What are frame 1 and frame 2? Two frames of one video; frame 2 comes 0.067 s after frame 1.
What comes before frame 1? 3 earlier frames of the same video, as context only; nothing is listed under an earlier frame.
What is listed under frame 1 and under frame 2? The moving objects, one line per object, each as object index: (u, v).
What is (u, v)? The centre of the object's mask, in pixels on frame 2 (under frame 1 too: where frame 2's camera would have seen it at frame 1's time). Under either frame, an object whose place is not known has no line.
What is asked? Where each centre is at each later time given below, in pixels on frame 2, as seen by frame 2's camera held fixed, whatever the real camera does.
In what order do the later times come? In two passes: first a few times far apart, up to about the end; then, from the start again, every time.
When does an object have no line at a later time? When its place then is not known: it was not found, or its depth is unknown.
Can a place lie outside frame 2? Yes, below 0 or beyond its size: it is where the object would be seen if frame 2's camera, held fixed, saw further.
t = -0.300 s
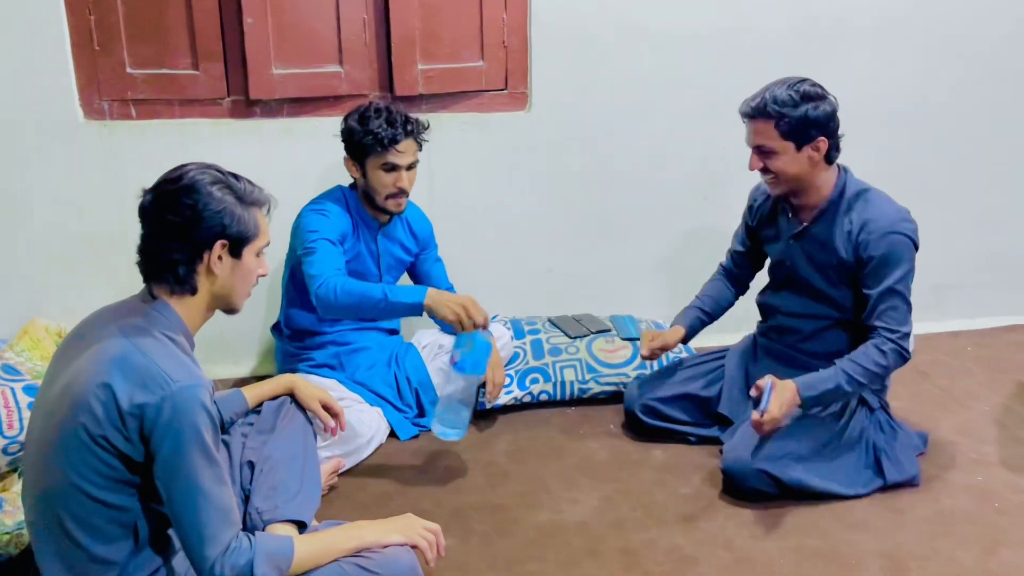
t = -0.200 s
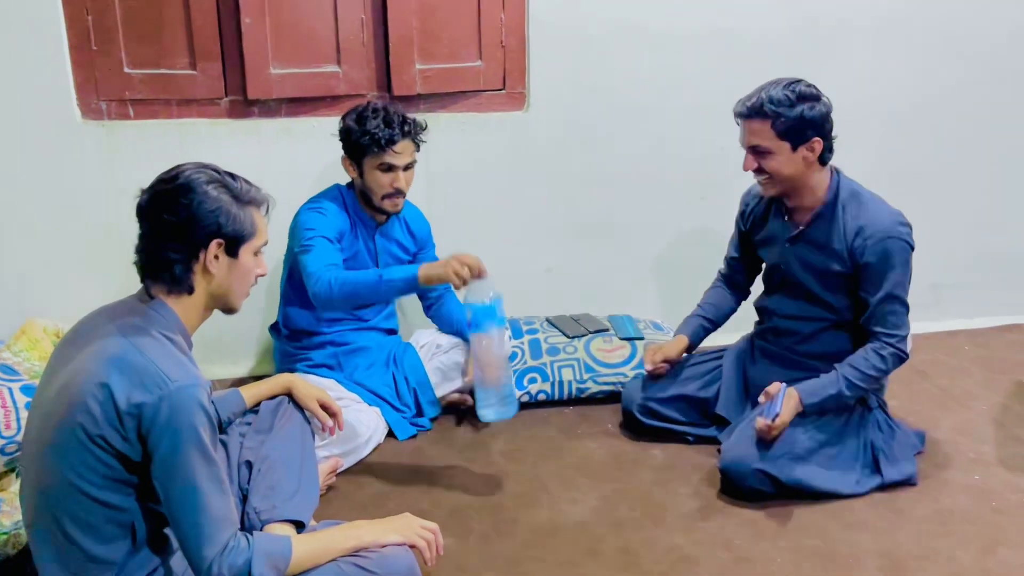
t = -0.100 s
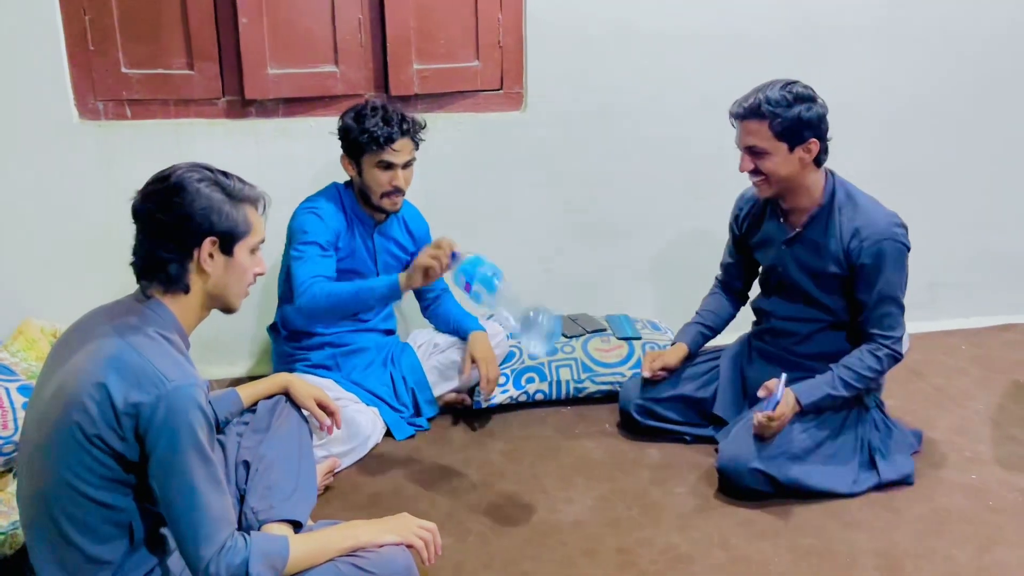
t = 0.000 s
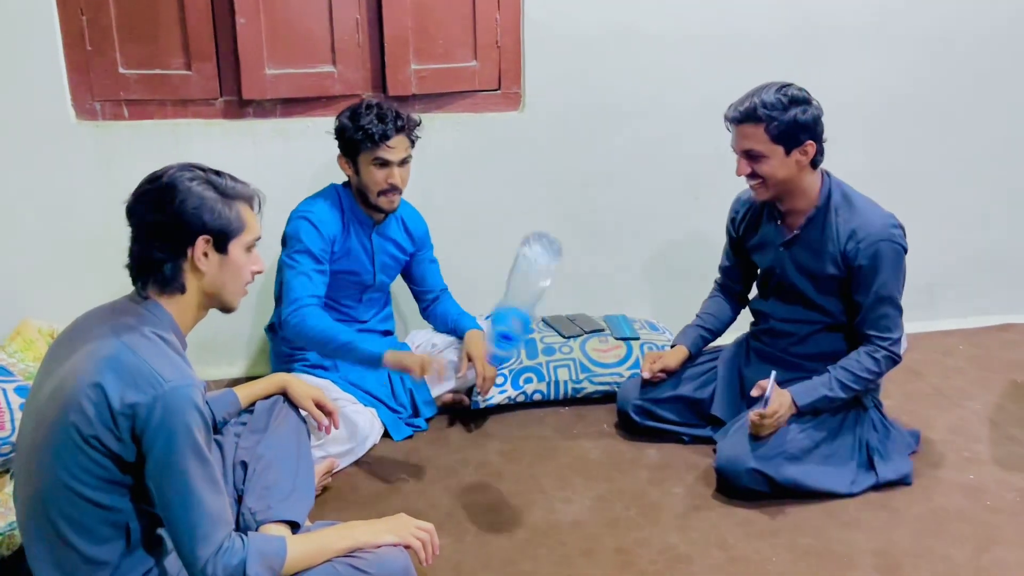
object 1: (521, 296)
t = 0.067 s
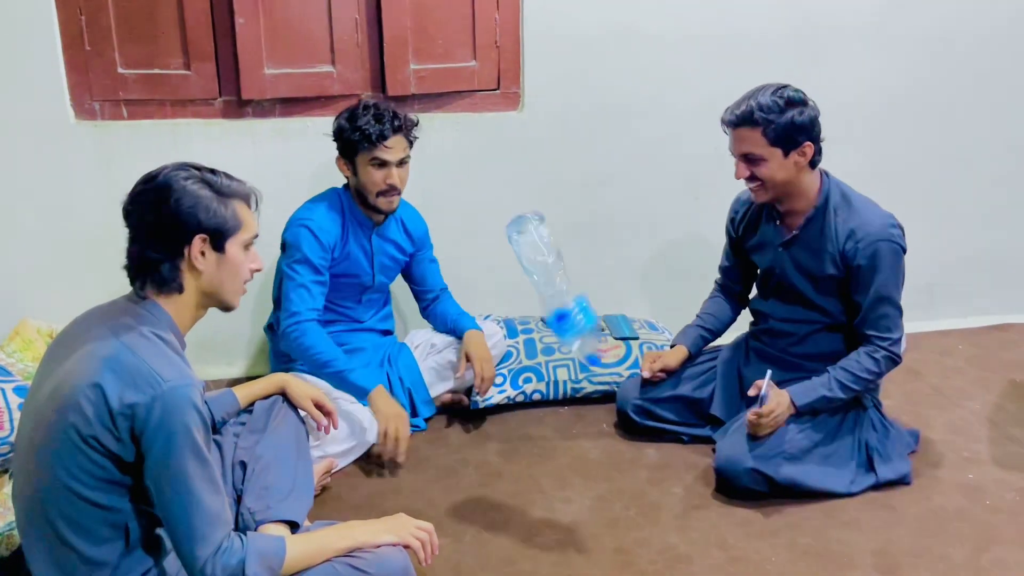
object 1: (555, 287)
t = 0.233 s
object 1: (540, 258)
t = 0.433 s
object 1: (509, 439)
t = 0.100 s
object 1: (569, 273)
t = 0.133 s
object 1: (567, 252)
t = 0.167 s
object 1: (561, 242)
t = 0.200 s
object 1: (550, 244)
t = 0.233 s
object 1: (540, 258)
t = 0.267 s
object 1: (533, 277)
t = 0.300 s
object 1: (527, 309)
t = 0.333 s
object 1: (524, 344)
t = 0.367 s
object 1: (522, 385)
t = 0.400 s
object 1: (520, 427)
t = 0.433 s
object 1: (509, 439)
